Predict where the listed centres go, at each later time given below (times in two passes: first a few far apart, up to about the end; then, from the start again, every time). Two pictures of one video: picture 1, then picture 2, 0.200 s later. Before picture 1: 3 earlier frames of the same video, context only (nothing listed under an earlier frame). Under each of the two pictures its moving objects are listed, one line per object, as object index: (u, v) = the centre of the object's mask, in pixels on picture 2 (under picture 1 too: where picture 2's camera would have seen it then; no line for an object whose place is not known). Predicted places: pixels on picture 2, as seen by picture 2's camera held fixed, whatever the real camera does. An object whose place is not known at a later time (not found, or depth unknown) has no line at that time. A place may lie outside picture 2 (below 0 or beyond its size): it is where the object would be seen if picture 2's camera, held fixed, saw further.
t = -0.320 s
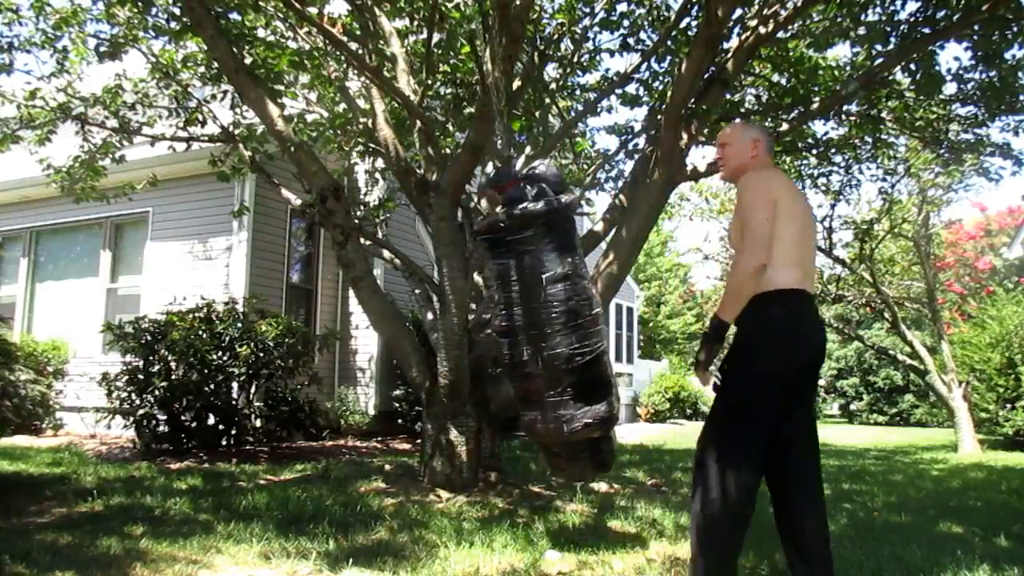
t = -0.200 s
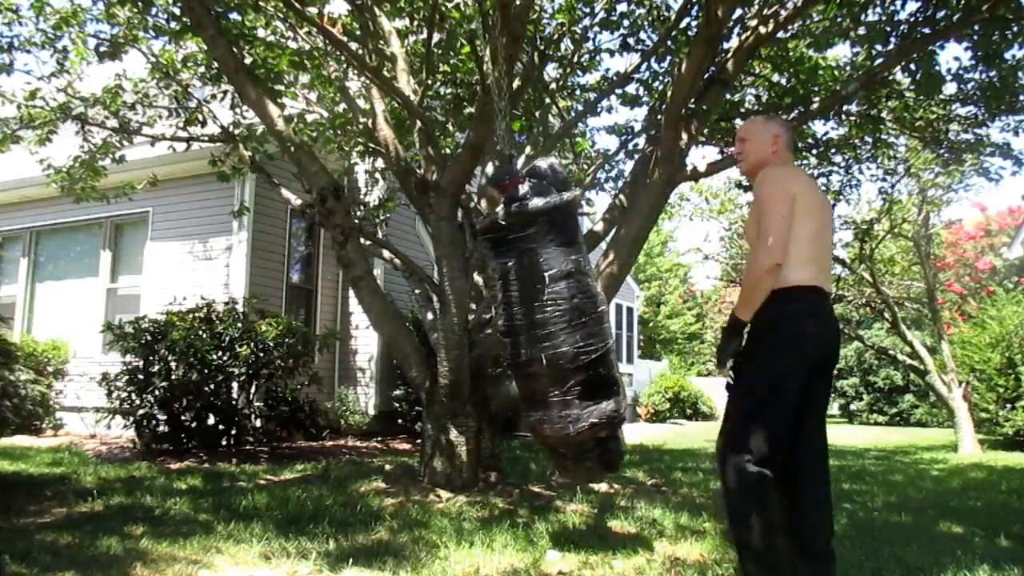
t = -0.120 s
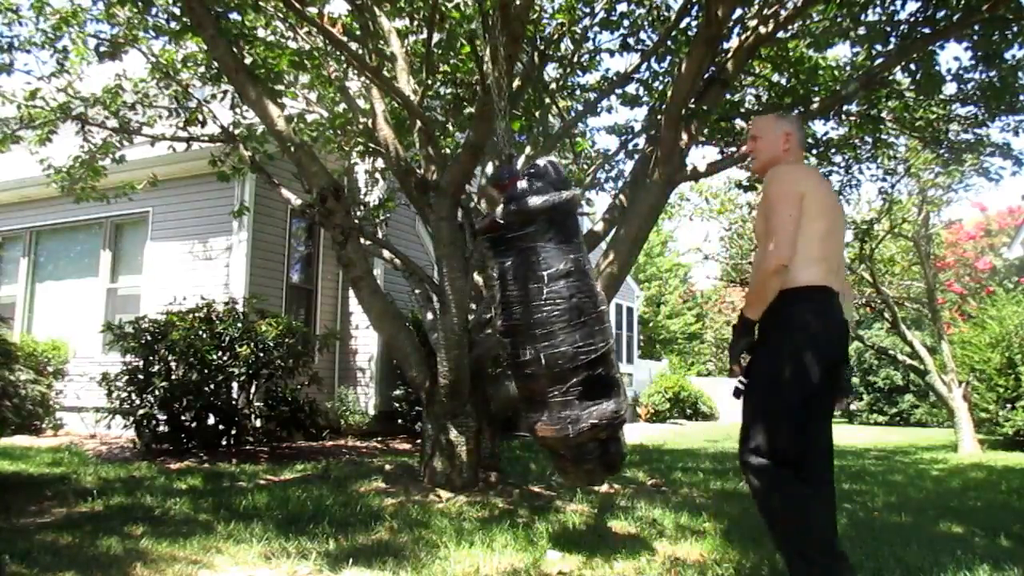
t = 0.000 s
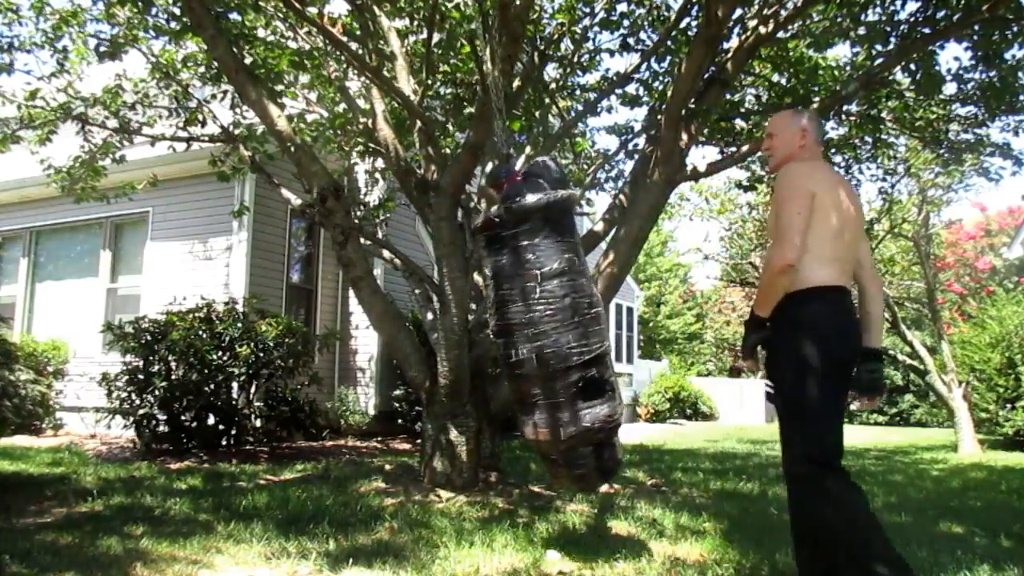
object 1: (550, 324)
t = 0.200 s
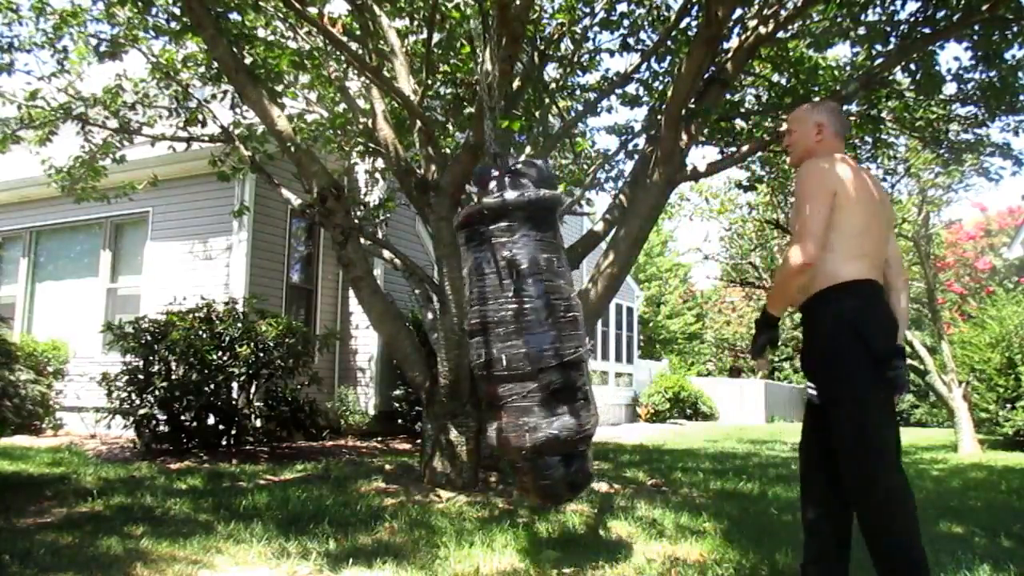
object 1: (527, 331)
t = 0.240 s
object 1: (520, 332)
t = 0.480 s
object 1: (470, 333)
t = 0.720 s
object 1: (414, 326)
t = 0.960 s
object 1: (371, 319)
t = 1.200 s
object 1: (358, 318)
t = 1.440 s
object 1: (375, 326)
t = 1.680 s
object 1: (417, 335)
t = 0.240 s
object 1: (520, 332)
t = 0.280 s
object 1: (512, 335)
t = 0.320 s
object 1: (504, 335)
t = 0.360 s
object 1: (496, 336)
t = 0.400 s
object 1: (487, 334)
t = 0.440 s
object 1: (478, 335)
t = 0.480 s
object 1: (470, 333)
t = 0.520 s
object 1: (461, 333)
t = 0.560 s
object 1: (451, 333)
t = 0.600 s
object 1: (442, 332)
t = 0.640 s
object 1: (433, 331)
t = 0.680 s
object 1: (424, 328)
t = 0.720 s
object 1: (414, 326)
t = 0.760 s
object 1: (405, 325)
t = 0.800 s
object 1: (397, 322)
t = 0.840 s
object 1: (390, 322)
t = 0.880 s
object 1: (384, 321)
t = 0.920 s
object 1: (377, 320)
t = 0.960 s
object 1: (371, 319)
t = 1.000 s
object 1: (367, 319)
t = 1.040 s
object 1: (364, 317)
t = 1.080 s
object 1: (361, 317)
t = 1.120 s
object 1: (359, 317)
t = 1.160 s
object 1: (358, 317)
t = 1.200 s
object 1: (358, 318)
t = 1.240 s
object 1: (359, 317)
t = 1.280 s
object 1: (361, 318)
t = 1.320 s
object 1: (363, 320)
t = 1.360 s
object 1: (366, 321)
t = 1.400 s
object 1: (370, 324)
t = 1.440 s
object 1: (375, 326)
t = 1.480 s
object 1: (380, 327)
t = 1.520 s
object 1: (386, 328)
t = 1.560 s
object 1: (394, 329)
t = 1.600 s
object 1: (401, 332)
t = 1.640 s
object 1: (408, 333)
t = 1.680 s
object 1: (417, 335)
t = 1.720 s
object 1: (425, 335)
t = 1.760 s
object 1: (434, 338)
